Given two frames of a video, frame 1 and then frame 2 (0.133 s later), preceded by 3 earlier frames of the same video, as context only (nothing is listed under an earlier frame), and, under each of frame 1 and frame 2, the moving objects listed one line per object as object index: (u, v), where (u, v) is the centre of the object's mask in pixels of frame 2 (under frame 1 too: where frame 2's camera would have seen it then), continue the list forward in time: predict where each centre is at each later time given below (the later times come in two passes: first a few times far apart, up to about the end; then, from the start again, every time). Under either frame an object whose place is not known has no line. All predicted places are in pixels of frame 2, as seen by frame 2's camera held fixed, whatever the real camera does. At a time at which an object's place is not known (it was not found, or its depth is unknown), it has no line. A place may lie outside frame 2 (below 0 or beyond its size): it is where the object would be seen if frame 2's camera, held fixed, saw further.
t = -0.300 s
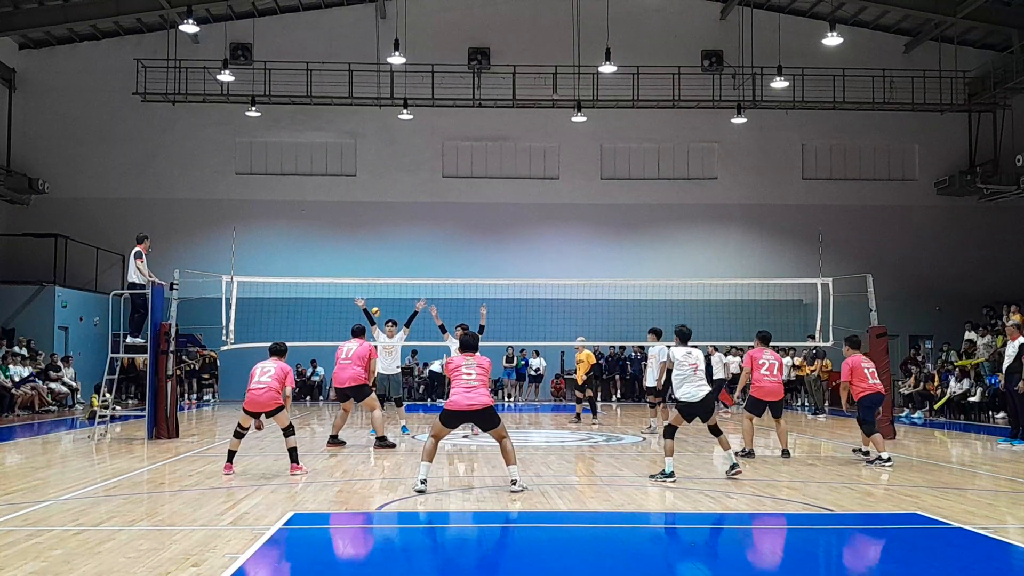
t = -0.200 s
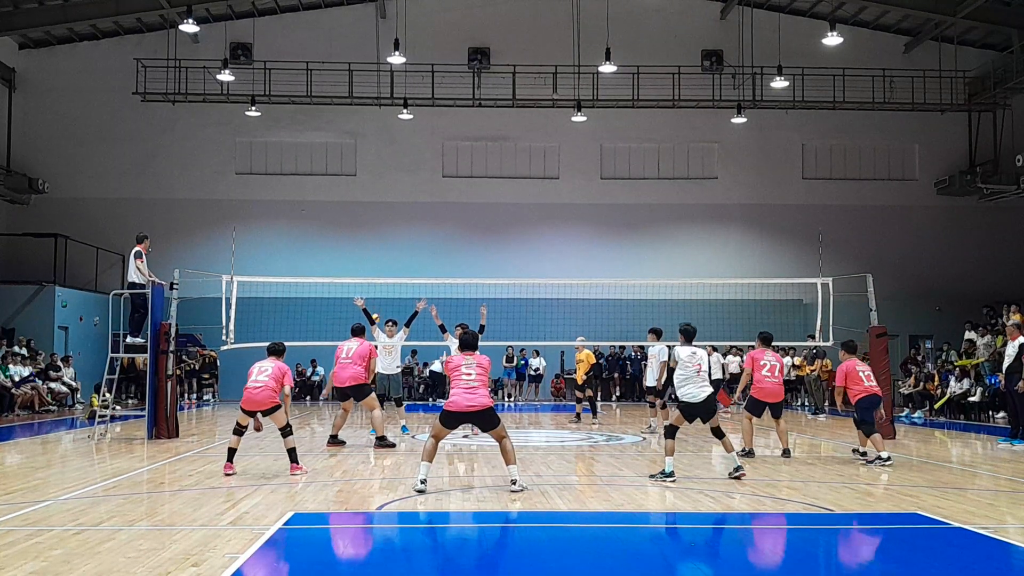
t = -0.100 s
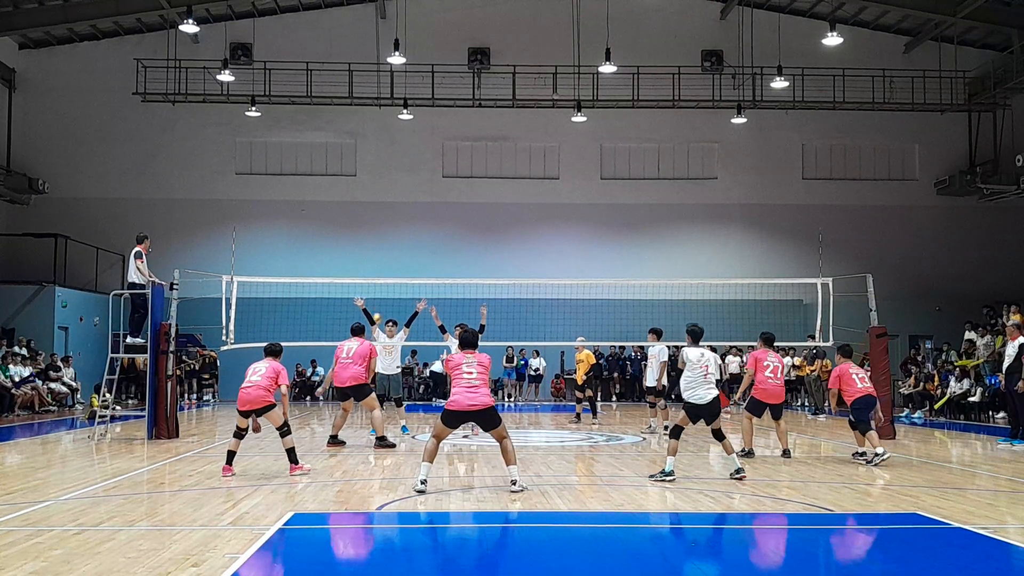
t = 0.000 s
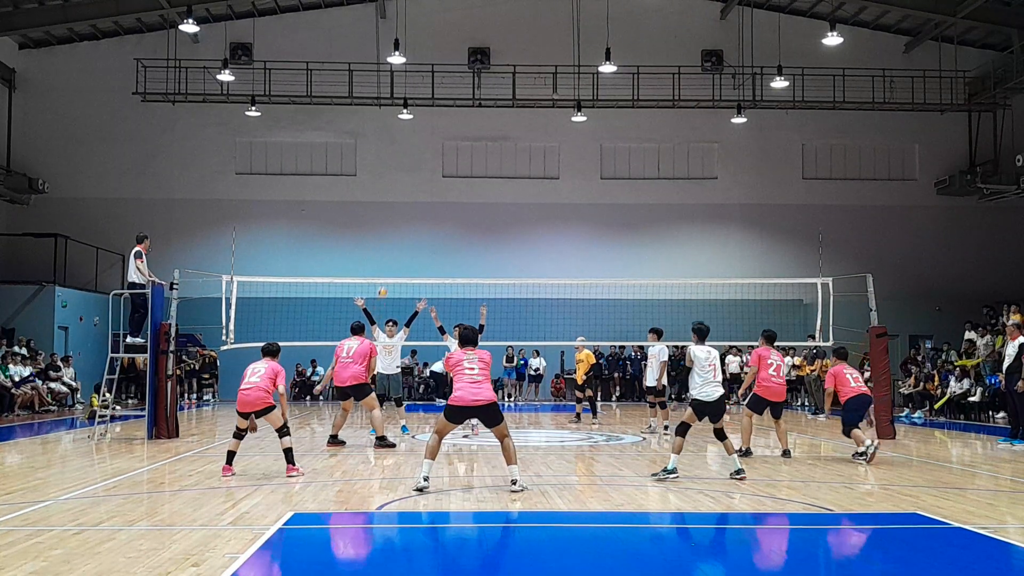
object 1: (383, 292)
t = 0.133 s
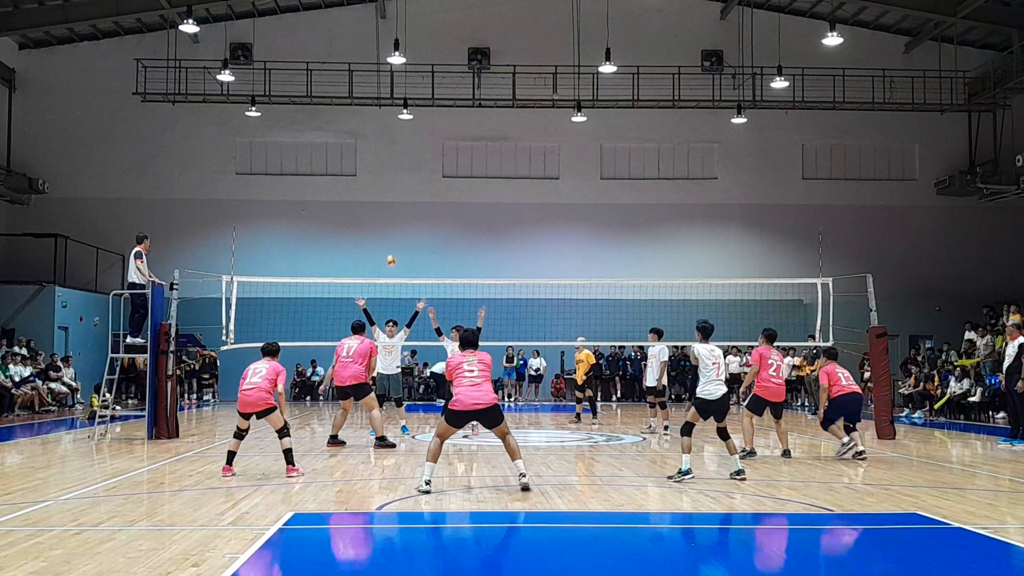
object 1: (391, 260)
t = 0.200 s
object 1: (396, 246)
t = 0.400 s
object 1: (410, 215)
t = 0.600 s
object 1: (428, 199)
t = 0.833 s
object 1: (451, 205)
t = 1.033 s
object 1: (475, 240)
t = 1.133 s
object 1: (488, 271)
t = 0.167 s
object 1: (393, 254)
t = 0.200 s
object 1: (396, 246)
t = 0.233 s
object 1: (398, 240)
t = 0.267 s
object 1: (400, 234)
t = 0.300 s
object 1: (403, 228)
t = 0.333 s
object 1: (405, 224)
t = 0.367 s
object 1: (408, 219)
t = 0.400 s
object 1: (410, 215)
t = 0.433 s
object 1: (413, 211)
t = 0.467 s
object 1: (416, 207)
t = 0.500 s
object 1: (419, 204)
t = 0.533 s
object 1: (421, 202)
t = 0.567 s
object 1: (425, 201)
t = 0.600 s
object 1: (428, 199)
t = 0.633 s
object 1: (430, 198)
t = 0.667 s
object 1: (434, 197)
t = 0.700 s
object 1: (437, 198)
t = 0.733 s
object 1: (440, 199)
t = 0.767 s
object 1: (444, 200)
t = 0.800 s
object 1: (447, 202)
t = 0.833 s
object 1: (451, 205)
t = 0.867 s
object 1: (455, 208)
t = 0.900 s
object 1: (459, 213)
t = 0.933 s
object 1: (462, 218)
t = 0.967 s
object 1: (467, 224)
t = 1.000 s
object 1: (471, 232)
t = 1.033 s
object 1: (475, 240)
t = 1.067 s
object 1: (479, 249)
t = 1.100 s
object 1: (483, 260)
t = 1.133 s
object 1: (488, 271)
